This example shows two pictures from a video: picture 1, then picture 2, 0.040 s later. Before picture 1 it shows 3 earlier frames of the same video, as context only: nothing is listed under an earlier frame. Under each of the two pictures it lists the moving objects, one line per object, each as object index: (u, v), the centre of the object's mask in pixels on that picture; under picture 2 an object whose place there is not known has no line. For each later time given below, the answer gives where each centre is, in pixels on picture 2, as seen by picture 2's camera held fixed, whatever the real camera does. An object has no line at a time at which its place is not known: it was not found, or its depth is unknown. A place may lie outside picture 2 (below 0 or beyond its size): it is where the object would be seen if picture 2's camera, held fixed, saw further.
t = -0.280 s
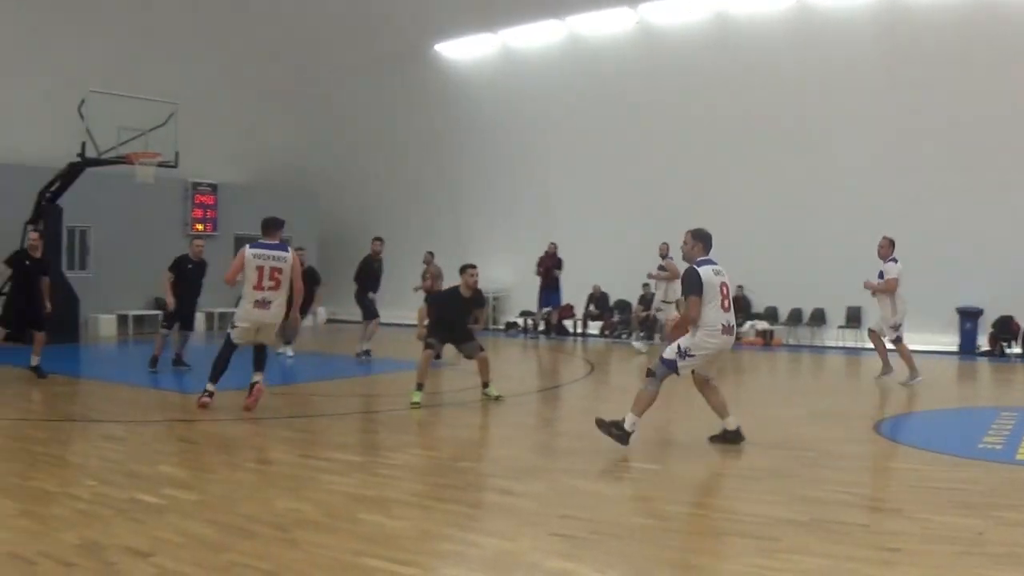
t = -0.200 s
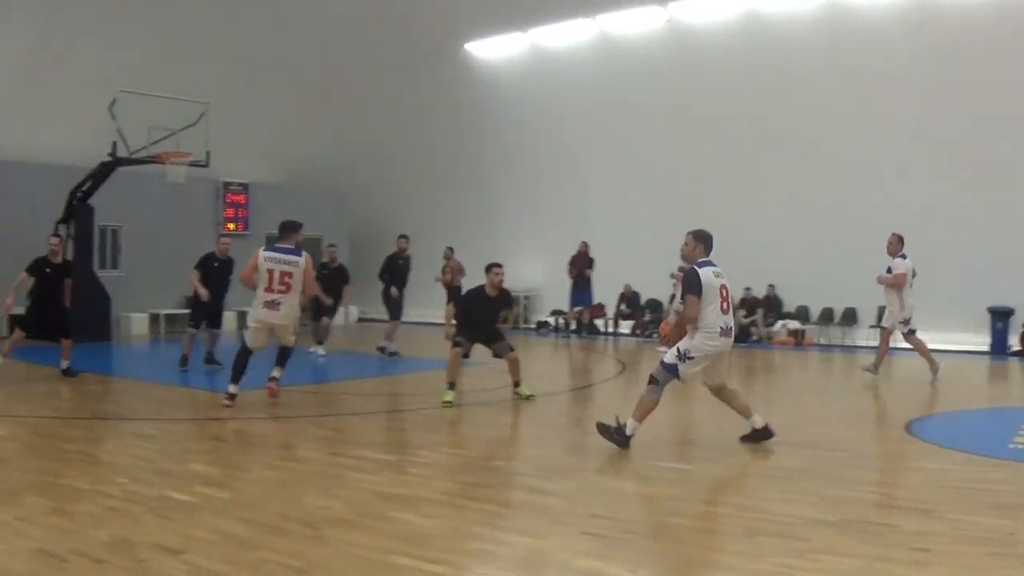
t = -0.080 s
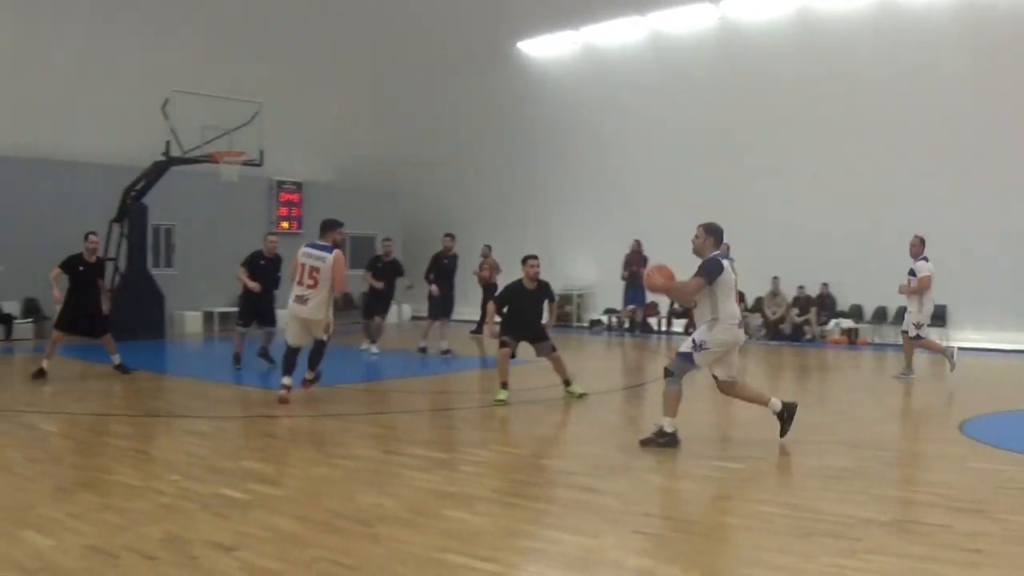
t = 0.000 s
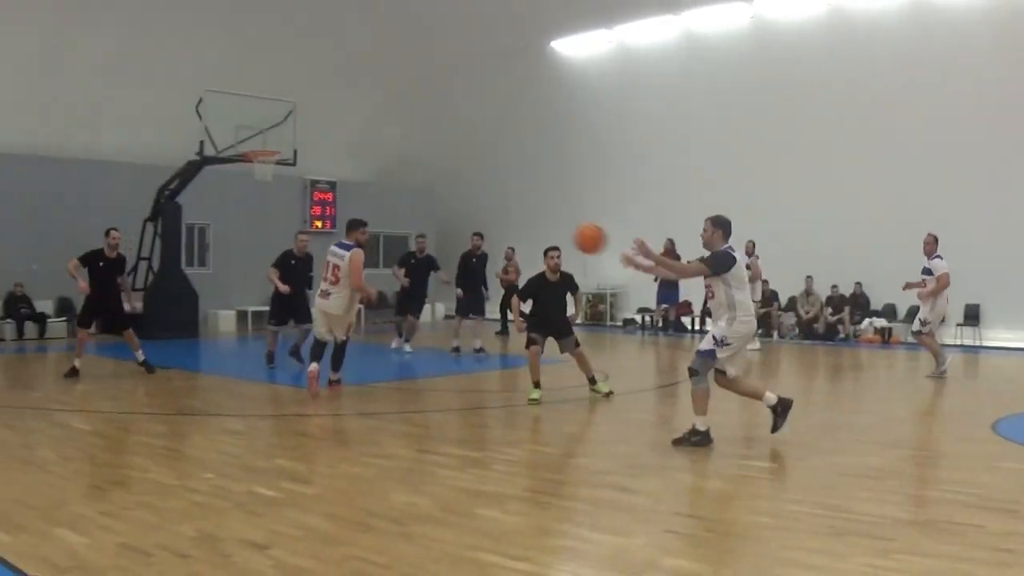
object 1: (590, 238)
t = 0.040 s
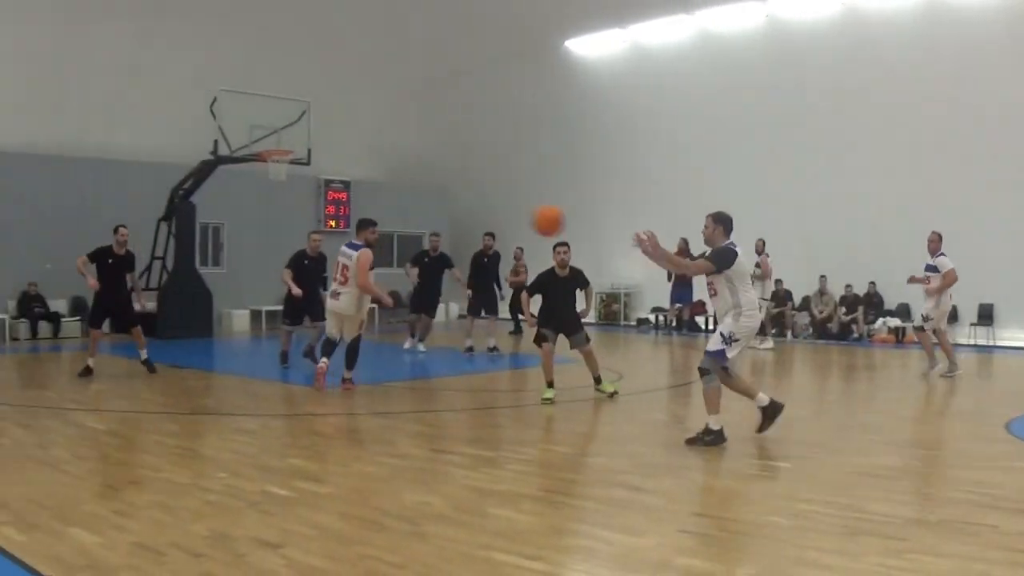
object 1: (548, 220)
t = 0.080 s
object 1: (498, 204)
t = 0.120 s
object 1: (449, 192)
